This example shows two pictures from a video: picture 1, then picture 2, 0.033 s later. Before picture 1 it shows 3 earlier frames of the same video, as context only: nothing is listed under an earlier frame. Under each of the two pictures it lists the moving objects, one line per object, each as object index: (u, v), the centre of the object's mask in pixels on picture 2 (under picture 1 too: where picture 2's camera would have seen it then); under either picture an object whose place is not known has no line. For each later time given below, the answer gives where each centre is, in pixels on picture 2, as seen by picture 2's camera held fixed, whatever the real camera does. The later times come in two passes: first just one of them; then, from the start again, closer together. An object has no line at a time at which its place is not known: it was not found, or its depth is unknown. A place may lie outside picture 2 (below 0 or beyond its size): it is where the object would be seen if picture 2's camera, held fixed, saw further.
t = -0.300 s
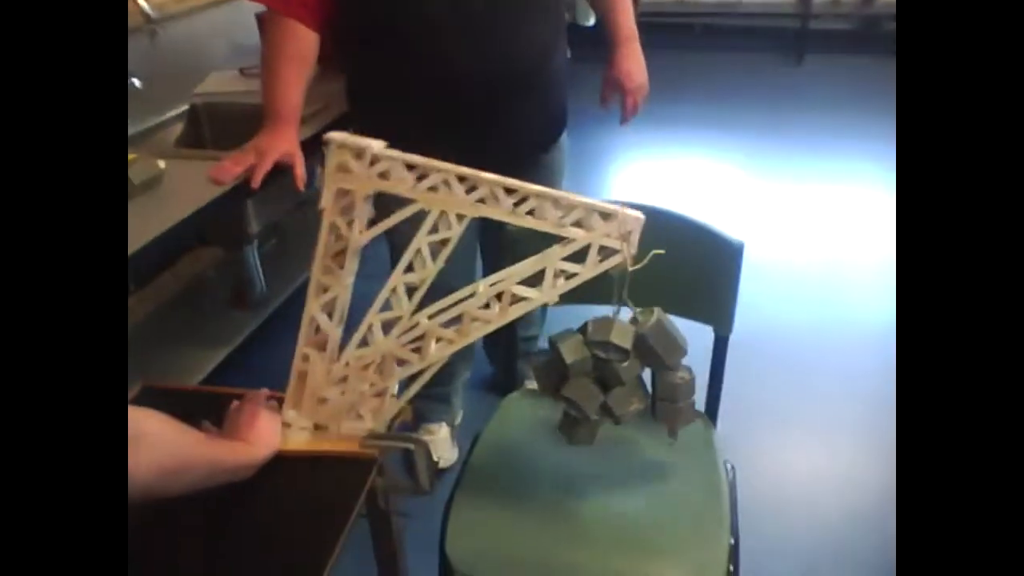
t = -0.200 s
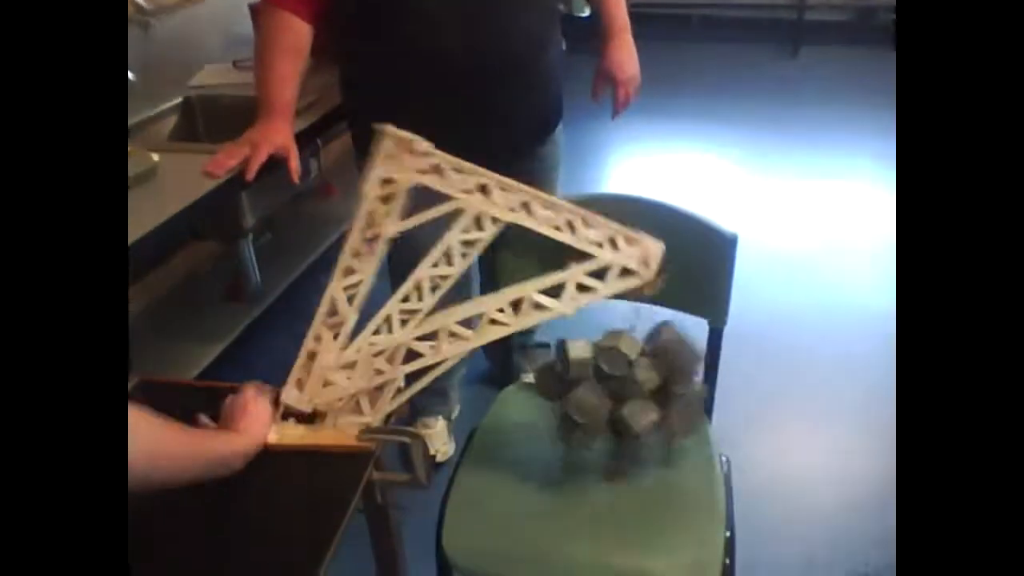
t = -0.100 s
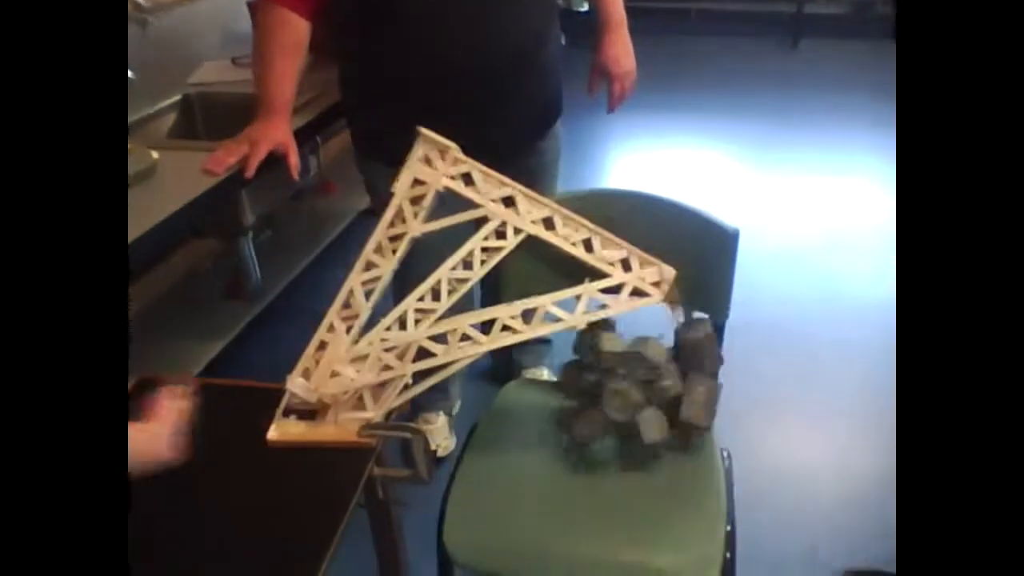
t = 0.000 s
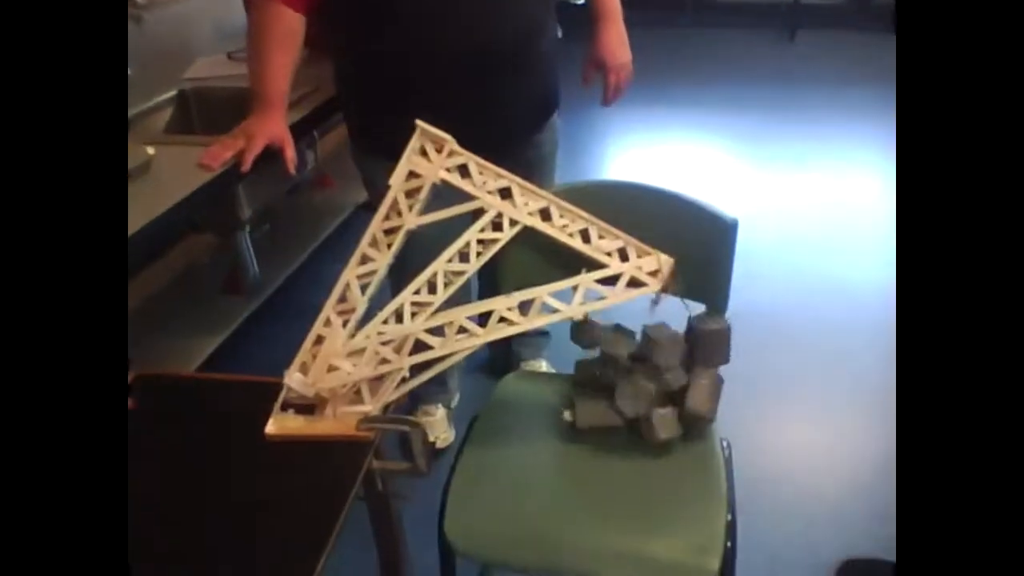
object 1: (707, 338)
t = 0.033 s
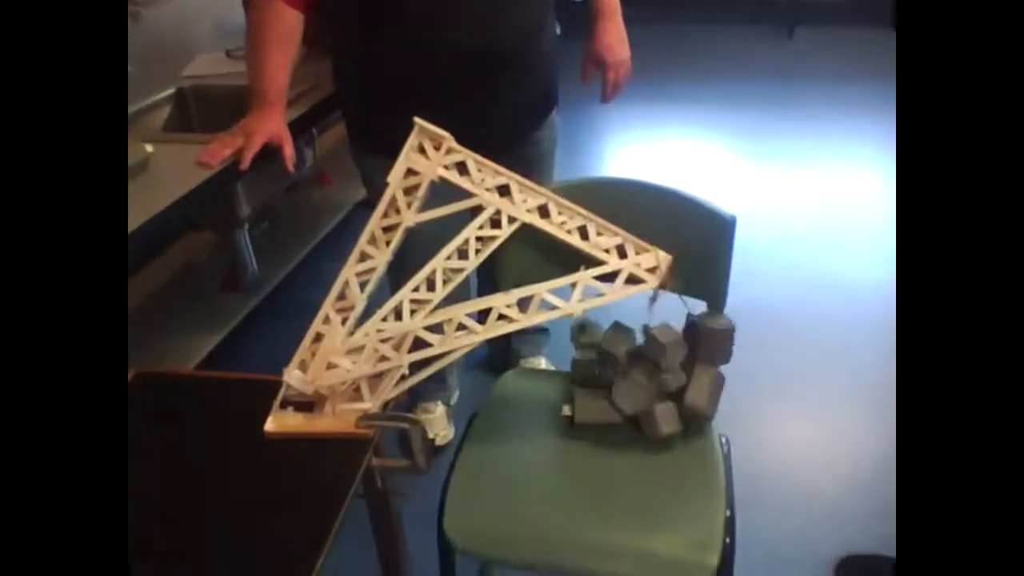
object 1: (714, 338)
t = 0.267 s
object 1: (752, 378)
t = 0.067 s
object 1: (718, 336)
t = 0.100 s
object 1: (721, 339)
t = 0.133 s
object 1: (726, 340)
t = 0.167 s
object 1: (733, 344)
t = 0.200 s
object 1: (738, 351)
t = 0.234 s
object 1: (747, 361)
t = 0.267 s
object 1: (752, 378)
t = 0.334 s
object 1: (755, 420)
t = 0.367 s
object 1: (757, 448)
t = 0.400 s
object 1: (760, 482)
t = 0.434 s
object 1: (763, 513)
